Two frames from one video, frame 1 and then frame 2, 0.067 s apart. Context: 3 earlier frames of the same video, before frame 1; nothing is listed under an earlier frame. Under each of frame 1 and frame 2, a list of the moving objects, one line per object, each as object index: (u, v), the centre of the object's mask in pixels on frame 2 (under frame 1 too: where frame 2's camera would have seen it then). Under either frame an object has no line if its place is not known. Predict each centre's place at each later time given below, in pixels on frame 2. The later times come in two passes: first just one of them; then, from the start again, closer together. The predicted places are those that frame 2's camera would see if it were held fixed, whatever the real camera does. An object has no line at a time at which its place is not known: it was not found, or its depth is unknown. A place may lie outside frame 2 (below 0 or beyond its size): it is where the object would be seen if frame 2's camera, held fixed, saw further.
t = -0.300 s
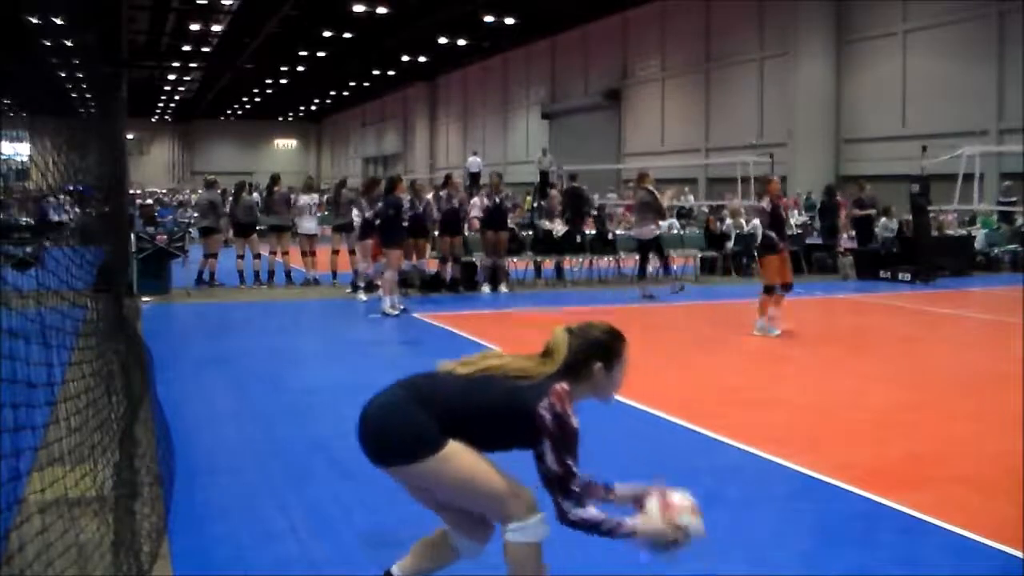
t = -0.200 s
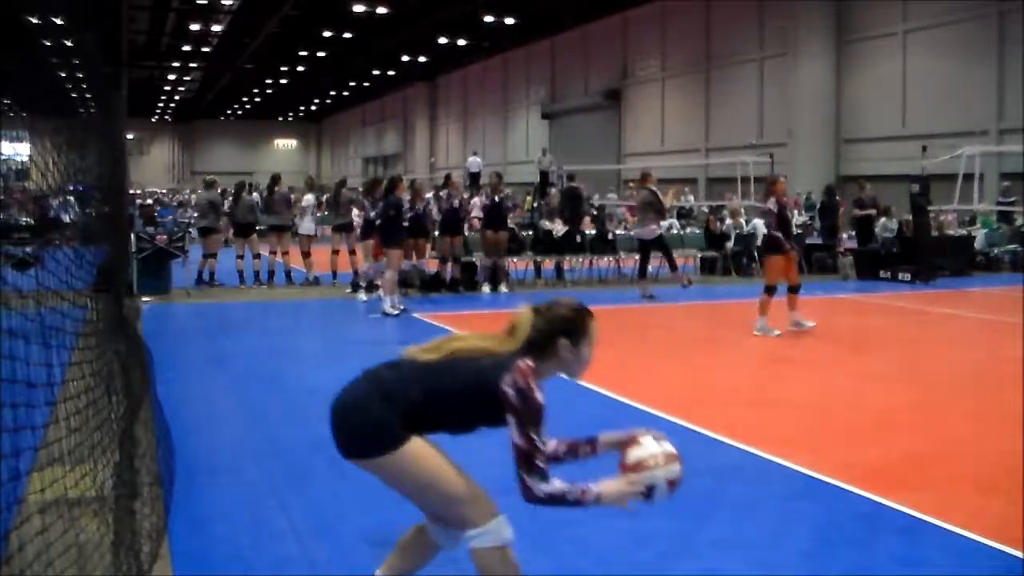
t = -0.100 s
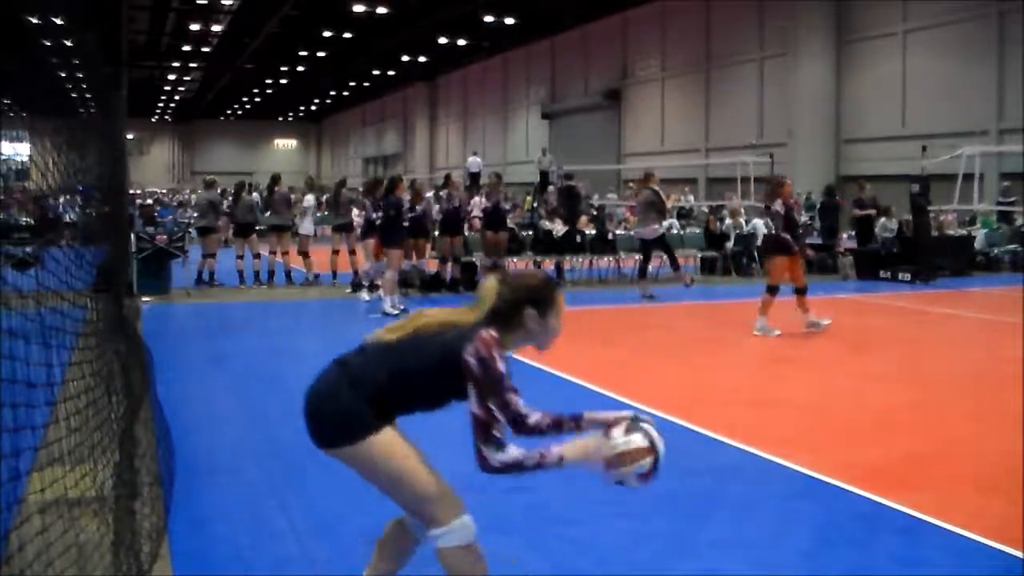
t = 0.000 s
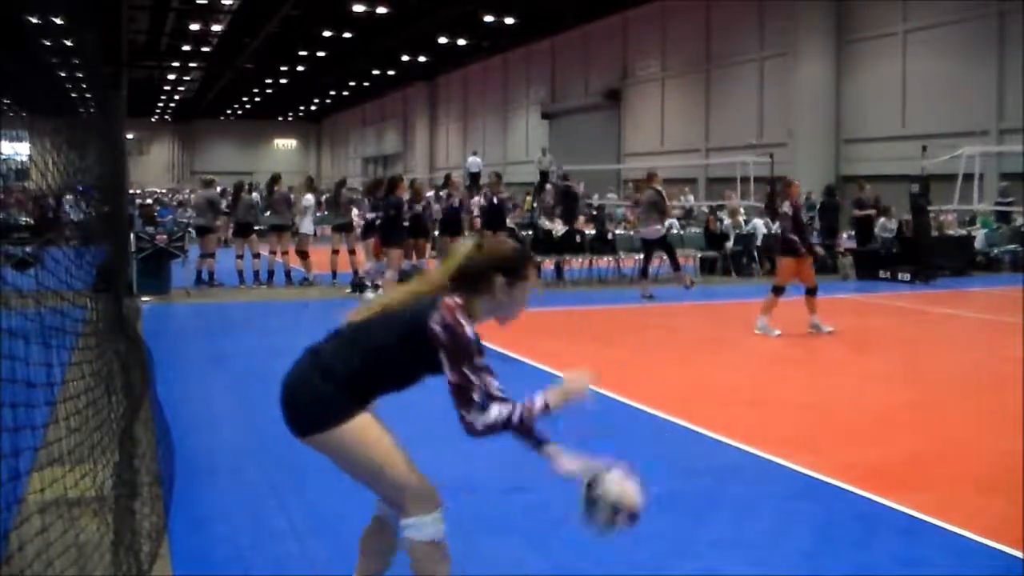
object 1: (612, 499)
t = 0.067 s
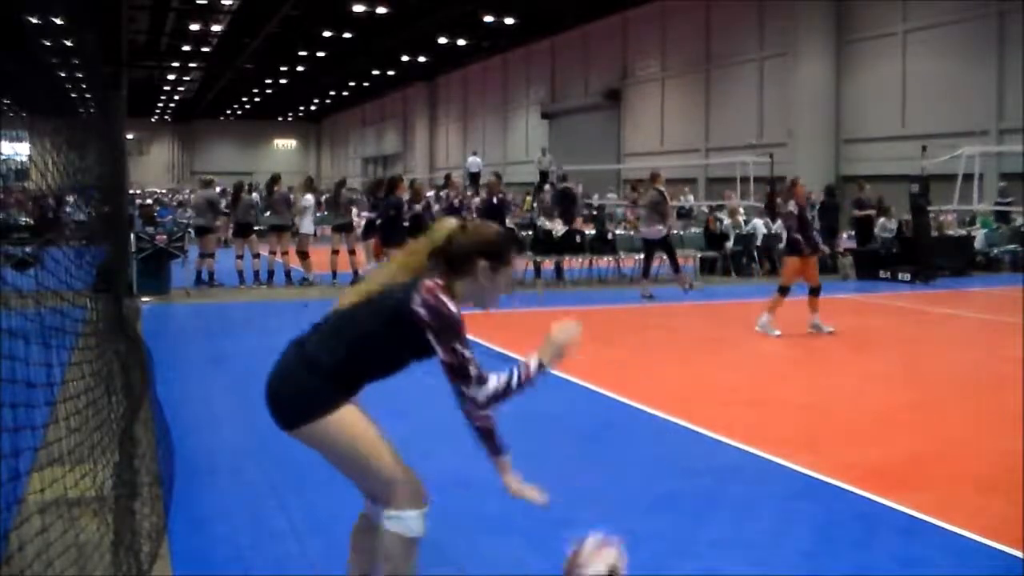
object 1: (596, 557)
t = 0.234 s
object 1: (543, 502)
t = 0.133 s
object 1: (574, 557)
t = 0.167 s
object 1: (564, 543)
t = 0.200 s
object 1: (554, 520)
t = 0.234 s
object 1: (543, 502)
